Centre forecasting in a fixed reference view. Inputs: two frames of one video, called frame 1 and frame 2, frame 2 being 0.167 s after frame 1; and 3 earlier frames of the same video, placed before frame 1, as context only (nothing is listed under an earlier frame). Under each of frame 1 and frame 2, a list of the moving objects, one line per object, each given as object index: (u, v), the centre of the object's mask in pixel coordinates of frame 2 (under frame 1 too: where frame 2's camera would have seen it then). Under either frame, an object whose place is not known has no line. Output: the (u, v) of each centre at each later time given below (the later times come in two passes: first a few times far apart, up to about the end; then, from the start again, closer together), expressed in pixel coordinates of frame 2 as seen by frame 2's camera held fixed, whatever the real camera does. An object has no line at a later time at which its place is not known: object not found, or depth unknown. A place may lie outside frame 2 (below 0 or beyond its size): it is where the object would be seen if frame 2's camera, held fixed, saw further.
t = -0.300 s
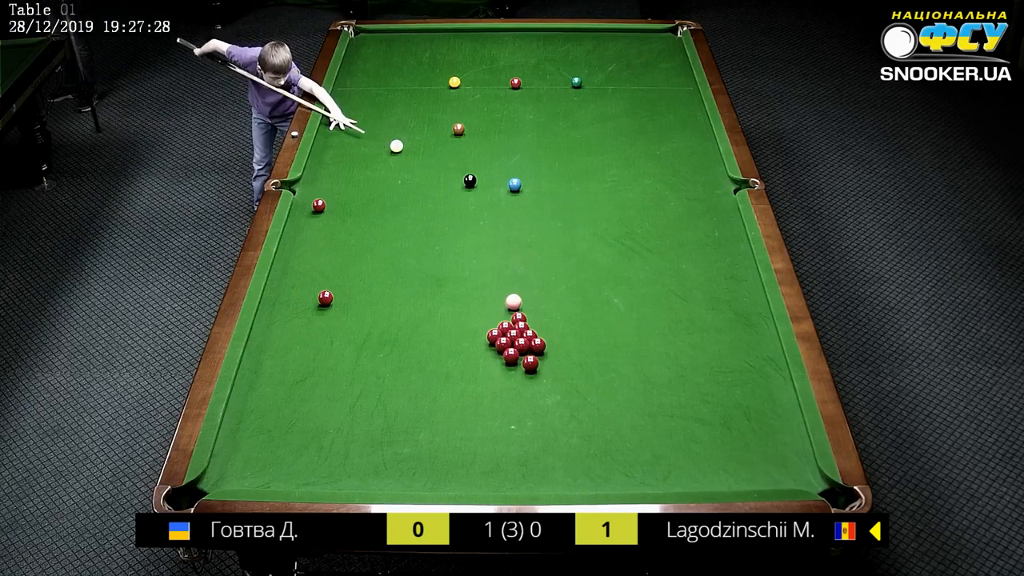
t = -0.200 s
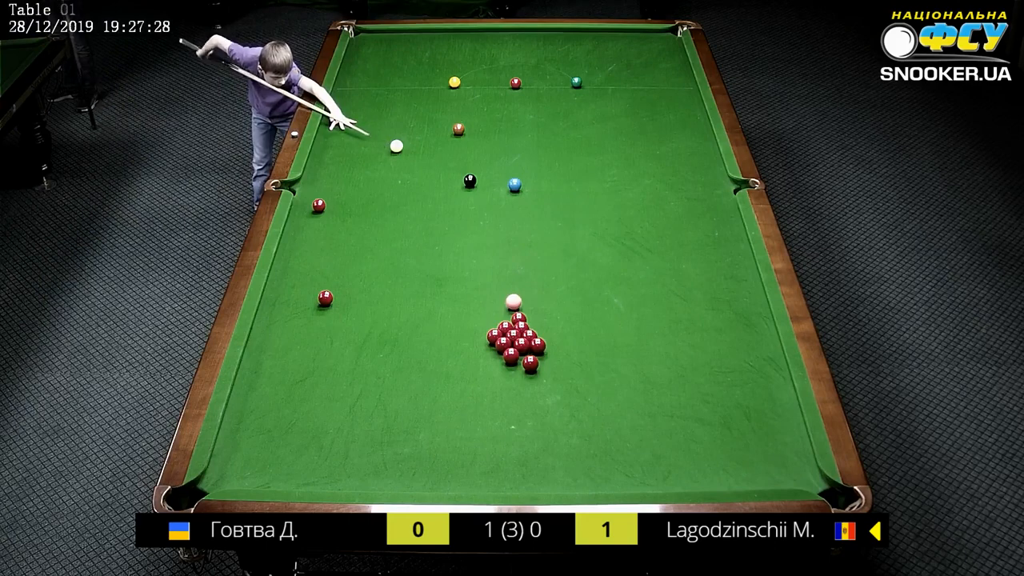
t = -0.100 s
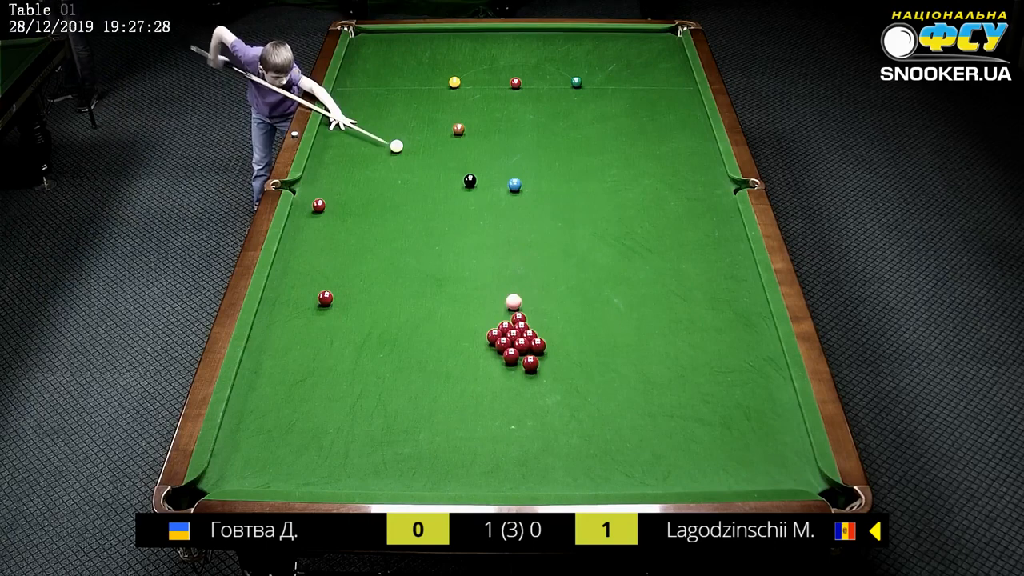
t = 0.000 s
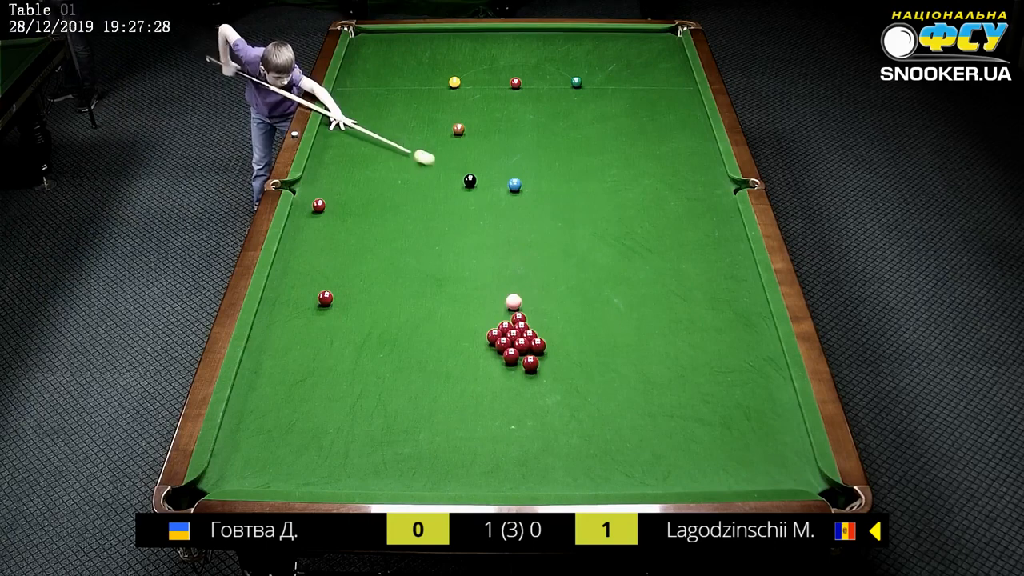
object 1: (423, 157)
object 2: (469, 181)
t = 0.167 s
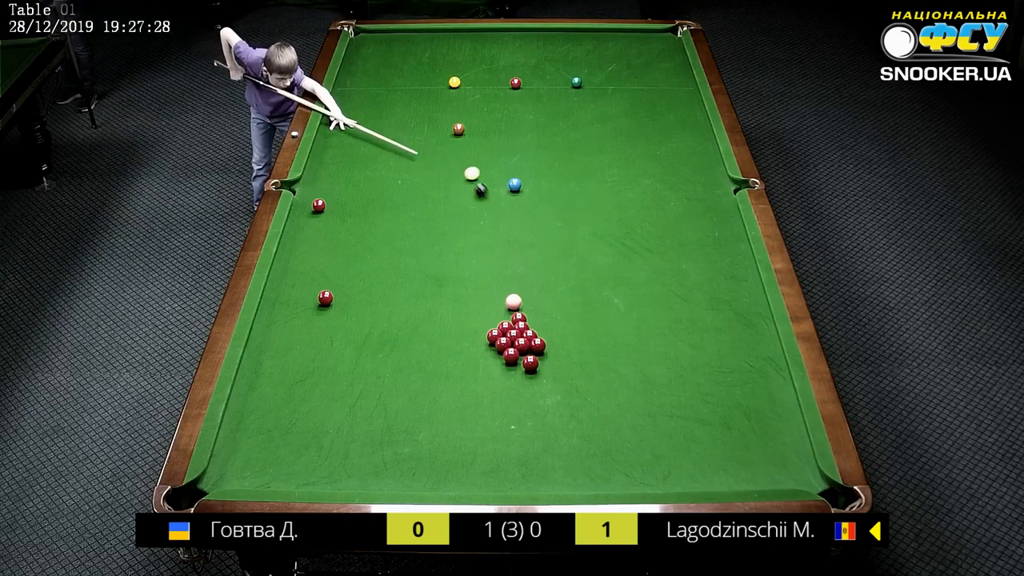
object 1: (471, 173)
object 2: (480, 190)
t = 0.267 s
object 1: (482, 171)
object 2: (498, 207)
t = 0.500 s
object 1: (503, 166)
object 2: (538, 242)
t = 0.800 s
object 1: (529, 160)
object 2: (592, 292)
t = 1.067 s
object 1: (550, 155)
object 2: (646, 340)
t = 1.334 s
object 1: (569, 151)
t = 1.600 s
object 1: (587, 147)
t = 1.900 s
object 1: (605, 143)
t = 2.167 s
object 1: (620, 140)
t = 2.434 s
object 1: (633, 137)
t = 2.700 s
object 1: (645, 135)
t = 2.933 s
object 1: (654, 132)
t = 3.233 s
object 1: (665, 130)
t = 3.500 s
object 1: (672, 129)
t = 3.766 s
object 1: (679, 128)
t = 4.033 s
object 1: (684, 127)
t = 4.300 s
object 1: (688, 127)
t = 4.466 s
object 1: (689, 126)
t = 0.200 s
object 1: (475, 173)
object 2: (486, 196)
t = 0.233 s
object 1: (478, 172)
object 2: (493, 201)
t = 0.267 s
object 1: (482, 171)
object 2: (498, 207)
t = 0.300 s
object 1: (485, 170)
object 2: (504, 212)
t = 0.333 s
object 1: (488, 169)
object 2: (510, 217)
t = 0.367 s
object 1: (491, 169)
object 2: (515, 222)
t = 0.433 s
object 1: (497, 167)
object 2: (526, 232)
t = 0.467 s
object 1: (500, 167)
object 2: (532, 237)
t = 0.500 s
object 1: (503, 166)
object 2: (538, 242)
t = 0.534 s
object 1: (506, 165)
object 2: (544, 248)
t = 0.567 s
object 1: (509, 164)
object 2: (549, 253)
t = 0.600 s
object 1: (512, 164)
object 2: (556, 259)
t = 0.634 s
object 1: (515, 163)
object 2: (561, 264)
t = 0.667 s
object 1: (517, 163)
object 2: (568, 269)
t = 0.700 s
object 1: (520, 162)
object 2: (574, 275)
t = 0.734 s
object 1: (523, 161)
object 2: (580, 281)
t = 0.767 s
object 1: (526, 161)
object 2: (586, 286)
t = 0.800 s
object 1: (529, 160)
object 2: (592, 292)
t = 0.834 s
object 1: (531, 159)
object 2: (599, 298)
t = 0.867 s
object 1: (534, 159)
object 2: (605, 304)
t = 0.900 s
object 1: (537, 158)
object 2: (612, 309)
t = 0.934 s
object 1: (539, 157)
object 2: (619, 316)
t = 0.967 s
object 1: (542, 157)
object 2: (625, 322)
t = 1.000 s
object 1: (545, 156)
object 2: (632, 328)
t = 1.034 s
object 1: (547, 156)
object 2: (639, 334)
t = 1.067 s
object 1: (550, 155)
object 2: (646, 340)
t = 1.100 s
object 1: (552, 155)
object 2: (653, 346)
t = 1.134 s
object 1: (555, 154)
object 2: (660, 353)
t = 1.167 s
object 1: (557, 154)
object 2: (667, 359)
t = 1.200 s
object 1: (560, 153)
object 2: (674, 366)
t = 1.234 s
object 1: (562, 152)
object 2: (682, 373)
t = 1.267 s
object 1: (564, 152)
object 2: (689, 380)
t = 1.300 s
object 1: (567, 151)
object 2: (697, 386)
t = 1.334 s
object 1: (569, 151)
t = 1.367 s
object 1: (571, 150)
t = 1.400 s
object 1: (574, 150)
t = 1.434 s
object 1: (576, 149)
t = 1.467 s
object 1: (578, 149)
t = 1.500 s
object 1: (580, 148)
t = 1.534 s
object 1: (583, 148)
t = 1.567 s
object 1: (585, 147)
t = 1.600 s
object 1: (587, 147)
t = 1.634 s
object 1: (589, 146)
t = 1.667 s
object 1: (591, 146)
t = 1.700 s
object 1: (593, 145)
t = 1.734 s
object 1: (595, 145)
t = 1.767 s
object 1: (598, 144)
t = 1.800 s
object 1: (599, 144)
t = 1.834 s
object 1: (601, 144)
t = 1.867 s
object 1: (603, 143)
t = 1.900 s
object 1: (605, 143)
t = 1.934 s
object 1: (607, 142)
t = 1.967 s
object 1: (609, 142)
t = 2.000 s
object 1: (611, 142)
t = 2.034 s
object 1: (613, 141)
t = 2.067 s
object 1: (615, 141)
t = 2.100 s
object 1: (617, 140)
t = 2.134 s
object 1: (618, 140)
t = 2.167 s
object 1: (620, 140)
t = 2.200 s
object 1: (622, 139)
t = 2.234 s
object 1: (624, 139)
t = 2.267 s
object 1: (625, 139)
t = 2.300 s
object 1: (627, 138)
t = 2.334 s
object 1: (629, 138)
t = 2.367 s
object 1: (630, 137)
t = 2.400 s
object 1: (632, 137)
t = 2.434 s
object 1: (633, 137)
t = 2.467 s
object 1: (635, 137)
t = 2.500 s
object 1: (636, 136)
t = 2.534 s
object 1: (638, 136)
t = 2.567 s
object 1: (639, 136)
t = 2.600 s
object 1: (641, 135)
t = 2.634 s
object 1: (642, 135)
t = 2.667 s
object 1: (644, 135)
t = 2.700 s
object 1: (645, 135)
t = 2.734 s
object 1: (647, 134)
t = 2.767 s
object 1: (648, 134)
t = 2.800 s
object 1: (649, 134)
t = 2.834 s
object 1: (651, 133)
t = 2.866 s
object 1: (652, 133)
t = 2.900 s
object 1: (653, 133)
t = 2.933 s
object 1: (654, 132)
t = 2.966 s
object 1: (656, 132)
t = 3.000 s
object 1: (657, 132)
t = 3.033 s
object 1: (658, 132)
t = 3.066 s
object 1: (659, 132)
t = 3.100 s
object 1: (660, 132)
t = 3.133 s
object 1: (661, 131)
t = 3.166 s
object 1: (663, 131)
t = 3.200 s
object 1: (664, 131)
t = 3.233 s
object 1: (665, 130)
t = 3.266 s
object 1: (666, 130)
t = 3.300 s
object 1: (667, 130)
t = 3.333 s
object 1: (668, 130)
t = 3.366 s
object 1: (669, 130)
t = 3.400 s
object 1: (670, 129)
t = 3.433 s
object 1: (671, 129)
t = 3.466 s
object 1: (672, 129)
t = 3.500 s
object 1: (672, 129)
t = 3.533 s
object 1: (673, 129)
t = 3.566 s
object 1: (674, 129)
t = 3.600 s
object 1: (675, 129)
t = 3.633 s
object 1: (676, 128)
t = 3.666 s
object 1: (677, 128)
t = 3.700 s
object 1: (677, 128)
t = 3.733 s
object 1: (678, 128)
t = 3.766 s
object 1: (679, 128)
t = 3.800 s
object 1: (680, 128)
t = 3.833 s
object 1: (680, 128)
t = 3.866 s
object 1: (681, 127)
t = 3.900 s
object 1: (682, 127)
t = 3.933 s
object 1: (682, 127)
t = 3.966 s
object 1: (683, 127)
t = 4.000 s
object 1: (684, 127)
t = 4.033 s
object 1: (684, 127)
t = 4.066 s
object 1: (685, 127)
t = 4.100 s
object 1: (685, 127)
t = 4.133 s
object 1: (686, 127)
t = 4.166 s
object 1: (686, 127)
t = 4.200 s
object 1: (686, 127)
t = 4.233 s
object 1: (687, 127)
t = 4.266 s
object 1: (687, 127)
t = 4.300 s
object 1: (688, 127)
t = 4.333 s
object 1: (688, 126)
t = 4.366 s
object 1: (688, 126)
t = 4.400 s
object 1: (689, 126)
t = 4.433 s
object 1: (689, 126)
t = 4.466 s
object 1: (689, 126)
